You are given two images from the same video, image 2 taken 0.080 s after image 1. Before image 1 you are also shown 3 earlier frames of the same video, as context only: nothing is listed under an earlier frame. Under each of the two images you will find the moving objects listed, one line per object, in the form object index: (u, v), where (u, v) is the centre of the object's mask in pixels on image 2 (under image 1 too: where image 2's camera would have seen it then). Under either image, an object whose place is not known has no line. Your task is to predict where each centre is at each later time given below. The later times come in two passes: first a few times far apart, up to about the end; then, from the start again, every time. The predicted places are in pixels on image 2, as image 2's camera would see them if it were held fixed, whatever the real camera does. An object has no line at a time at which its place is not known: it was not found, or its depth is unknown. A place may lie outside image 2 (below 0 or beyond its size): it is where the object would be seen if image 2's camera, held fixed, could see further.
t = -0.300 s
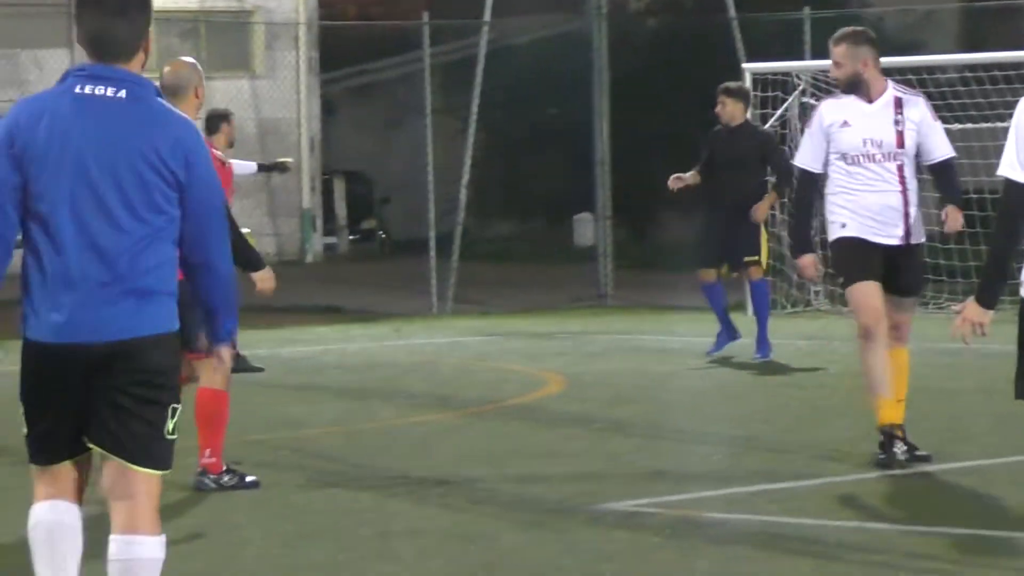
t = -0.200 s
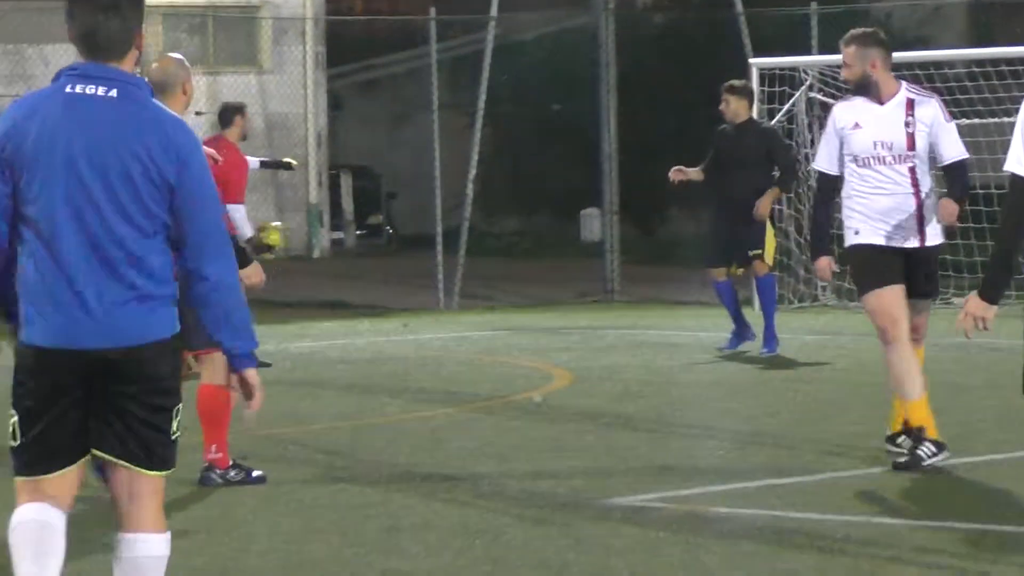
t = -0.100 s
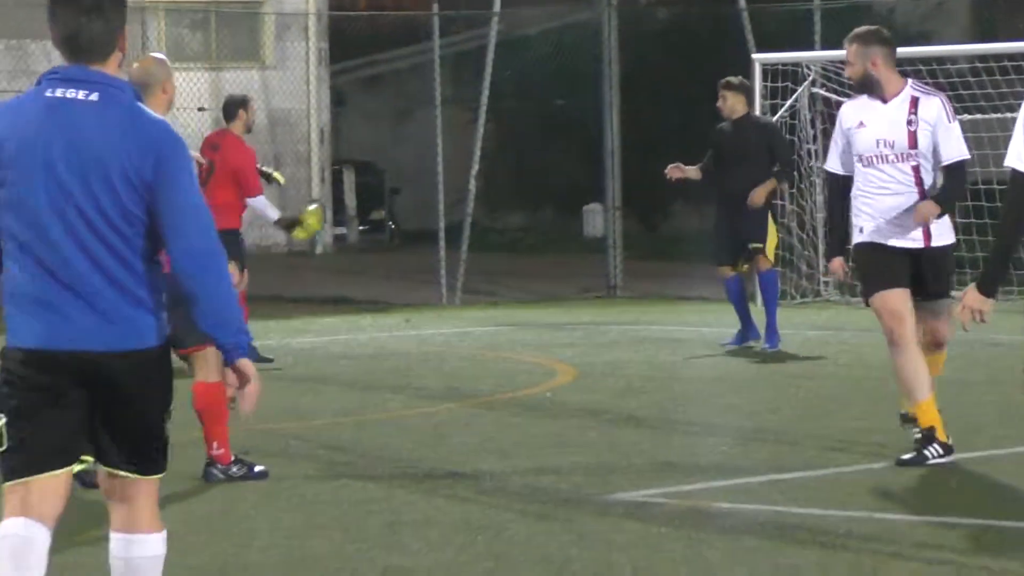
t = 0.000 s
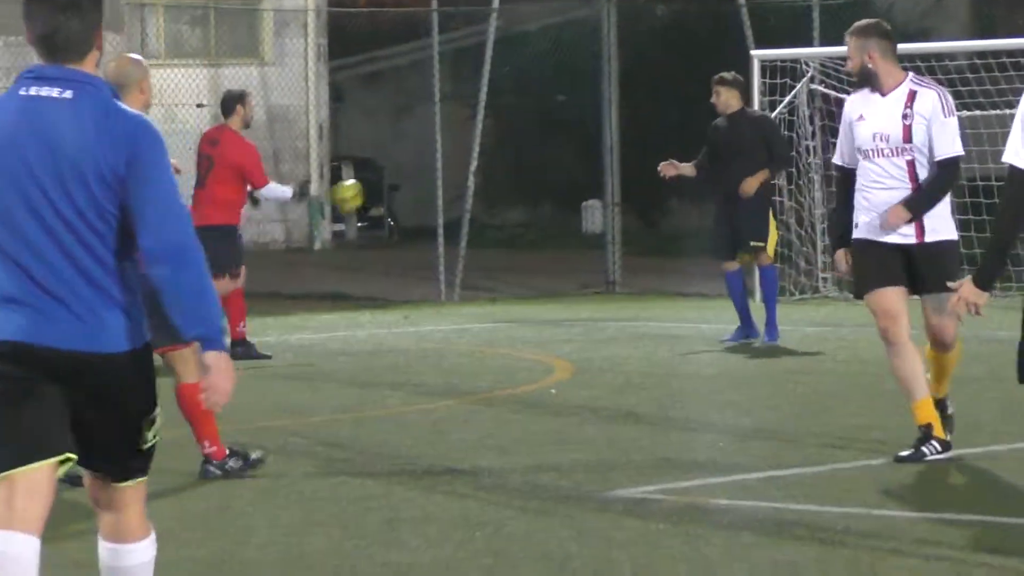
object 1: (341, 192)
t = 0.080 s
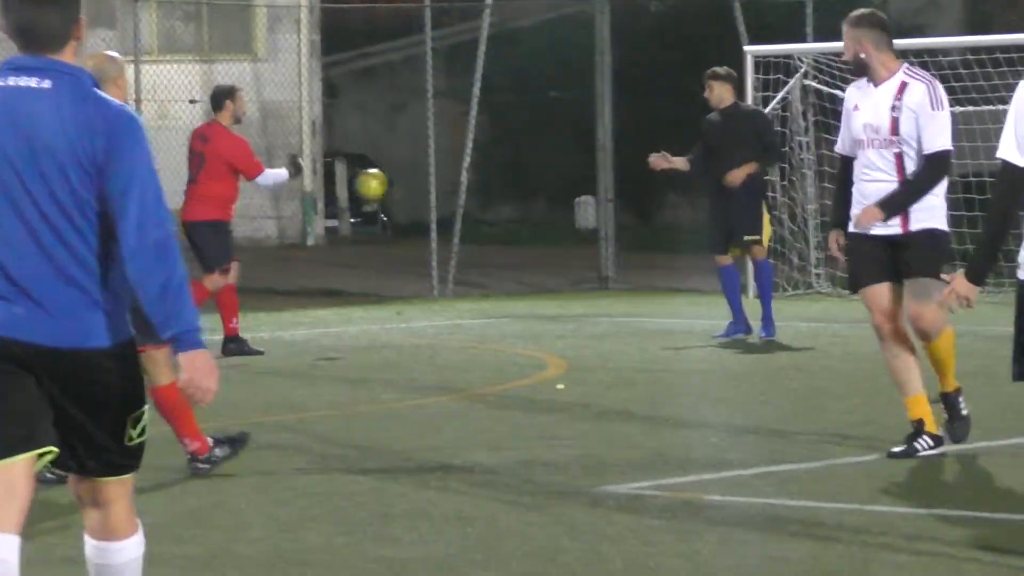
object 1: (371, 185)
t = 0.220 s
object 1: (426, 195)
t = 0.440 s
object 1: (507, 269)
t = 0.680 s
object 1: (579, 289)
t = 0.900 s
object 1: (634, 292)
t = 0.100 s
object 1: (380, 184)
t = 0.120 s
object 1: (387, 184)
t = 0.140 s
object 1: (395, 185)
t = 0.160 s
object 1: (402, 186)
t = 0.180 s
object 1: (410, 188)
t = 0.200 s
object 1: (418, 192)
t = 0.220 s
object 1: (426, 195)
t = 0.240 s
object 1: (432, 199)
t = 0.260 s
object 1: (439, 203)
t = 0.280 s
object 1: (448, 209)
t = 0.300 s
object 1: (454, 214)
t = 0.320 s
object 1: (460, 218)
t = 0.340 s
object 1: (471, 228)
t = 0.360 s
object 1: (478, 236)
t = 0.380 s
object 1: (486, 244)
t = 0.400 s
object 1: (493, 252)
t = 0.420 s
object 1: (500, 261)
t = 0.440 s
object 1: (507, 269)
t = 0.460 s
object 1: (515, 280)
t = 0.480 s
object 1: (521, 292)
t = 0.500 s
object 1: (528, 304)
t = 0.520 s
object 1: (536, 318)
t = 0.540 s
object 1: (543, 325)
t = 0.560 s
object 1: (548, 318)
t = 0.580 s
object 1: (554, 312)
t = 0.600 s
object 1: (559, 305)
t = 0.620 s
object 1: (563, 301)
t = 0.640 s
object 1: (569, 296)
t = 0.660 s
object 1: (574, 292)
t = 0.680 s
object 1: (579, 289)
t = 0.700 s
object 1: (584, 286)
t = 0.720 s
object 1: (589, 284)
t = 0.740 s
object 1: (593, 282)
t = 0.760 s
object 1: (598, 282)
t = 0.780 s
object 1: (603, 282)
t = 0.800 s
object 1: (608, 281)
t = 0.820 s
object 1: (613, 282)
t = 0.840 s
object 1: (620, 283)
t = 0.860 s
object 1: (624, 285)
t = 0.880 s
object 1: (628, 288)
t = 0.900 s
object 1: (634, 292)
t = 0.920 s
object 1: (639, 296)
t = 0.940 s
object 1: (644, 300)
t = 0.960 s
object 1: (649, 305)
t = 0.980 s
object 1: (653, 310)
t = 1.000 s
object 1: (659, 316)
